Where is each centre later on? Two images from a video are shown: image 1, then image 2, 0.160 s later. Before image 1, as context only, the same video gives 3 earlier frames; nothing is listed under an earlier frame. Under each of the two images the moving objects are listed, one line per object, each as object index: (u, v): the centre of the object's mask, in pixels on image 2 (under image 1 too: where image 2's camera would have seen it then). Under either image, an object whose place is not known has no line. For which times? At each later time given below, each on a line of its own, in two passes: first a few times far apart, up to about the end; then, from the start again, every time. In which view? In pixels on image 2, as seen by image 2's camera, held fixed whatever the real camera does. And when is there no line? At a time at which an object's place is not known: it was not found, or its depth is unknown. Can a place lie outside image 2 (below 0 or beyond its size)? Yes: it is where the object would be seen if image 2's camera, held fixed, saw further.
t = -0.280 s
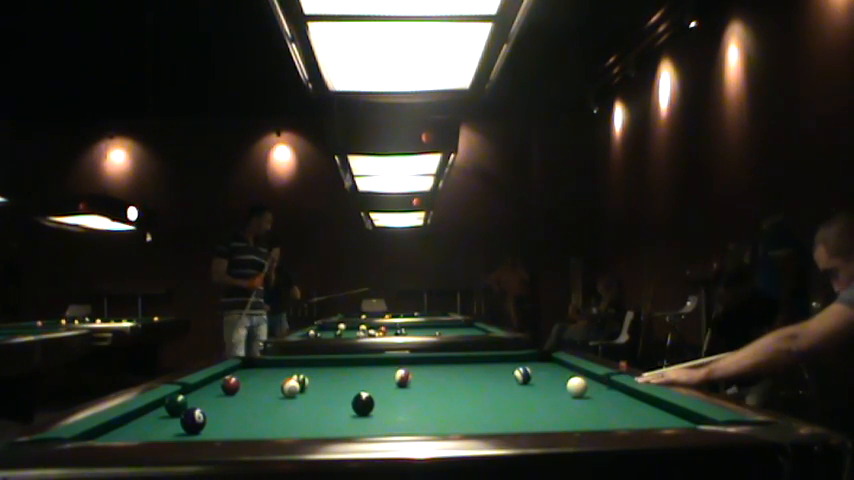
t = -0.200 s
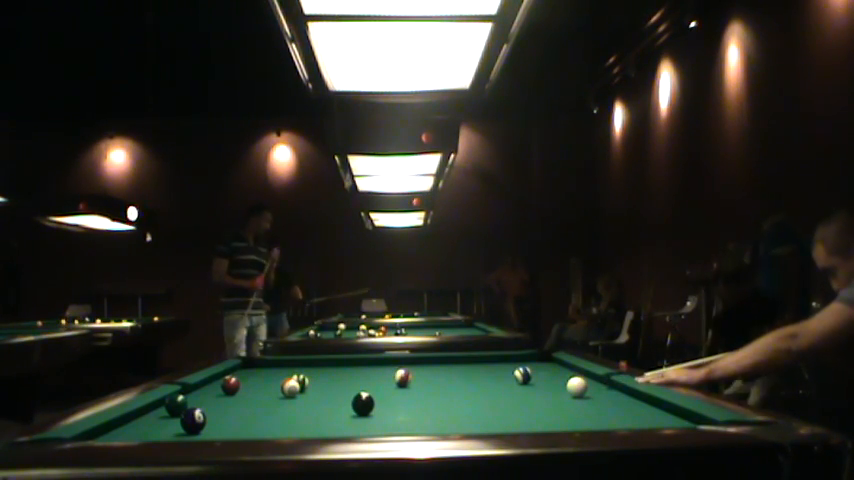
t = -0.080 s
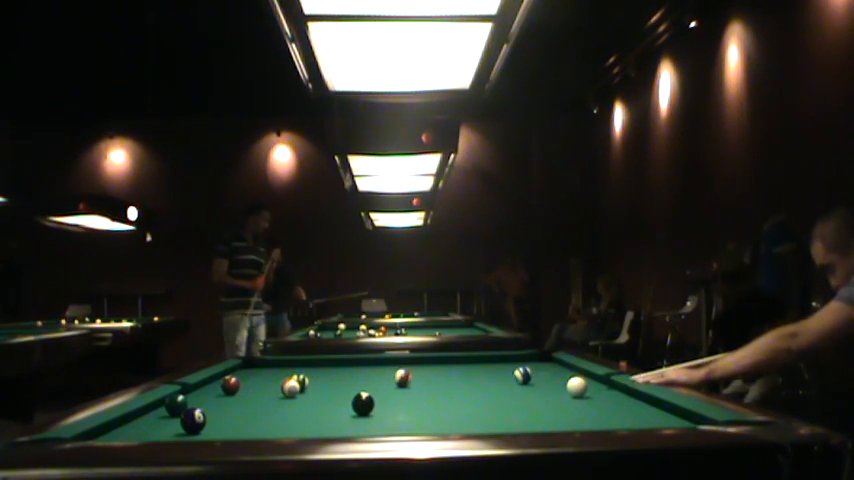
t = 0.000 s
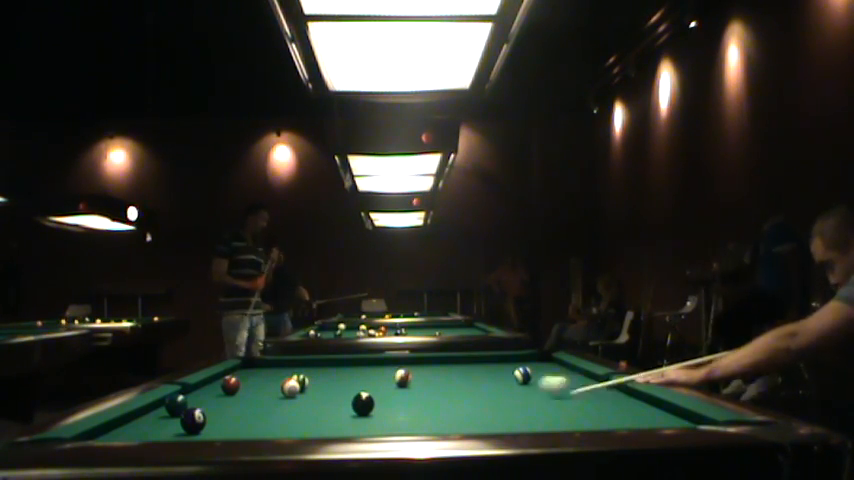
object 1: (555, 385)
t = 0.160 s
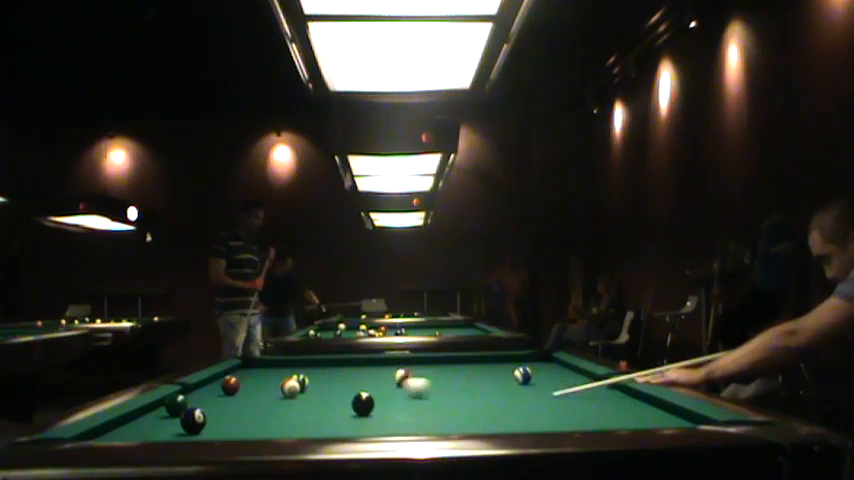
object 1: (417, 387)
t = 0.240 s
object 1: (357, 386)
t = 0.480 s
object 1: (305, 388)
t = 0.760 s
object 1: (298, 388)
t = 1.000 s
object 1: (295, 389)
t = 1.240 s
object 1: (293, 389)
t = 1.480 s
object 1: (292, 389)
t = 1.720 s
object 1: (292, 389)
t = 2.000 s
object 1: (292, 389)
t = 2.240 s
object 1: (292, 389)
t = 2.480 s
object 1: (292, 389)
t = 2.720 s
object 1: (292, 389)
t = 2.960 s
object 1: (292, 389)
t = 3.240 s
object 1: (292, 389)
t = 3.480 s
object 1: (292, 389)
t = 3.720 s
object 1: (292, 389)
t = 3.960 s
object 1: (292, 389)
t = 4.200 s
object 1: (292, 389)
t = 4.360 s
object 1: (292, 388)
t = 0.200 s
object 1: (386, 387)
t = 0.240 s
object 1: (357, 386)
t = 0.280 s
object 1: (333, 387)
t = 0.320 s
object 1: (310, 387)
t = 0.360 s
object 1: (307, 388)
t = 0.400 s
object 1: (306, 388)
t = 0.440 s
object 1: (305, 388)
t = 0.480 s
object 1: (305, 388)
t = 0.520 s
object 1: (303, 388)
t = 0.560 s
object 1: (302, 388)
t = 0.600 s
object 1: (301, 388)
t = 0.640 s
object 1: (300, 388)
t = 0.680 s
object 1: (300, 388)
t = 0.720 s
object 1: (299, 388)
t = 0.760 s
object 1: (298, 388)
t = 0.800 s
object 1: (298, 388)
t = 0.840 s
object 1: (297, 388)
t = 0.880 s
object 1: (296, 388)
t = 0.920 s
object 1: (296, 388)
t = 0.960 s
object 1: (295, 389)
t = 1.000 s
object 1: (295, 389)
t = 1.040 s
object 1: (295, 388)
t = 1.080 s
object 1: (294, 388)
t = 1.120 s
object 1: (293, 389)
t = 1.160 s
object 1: (293, 389)
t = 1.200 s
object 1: (293, 388)
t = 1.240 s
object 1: (293, 389)
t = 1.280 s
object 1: (292, 388)
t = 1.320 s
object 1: (292, 389)
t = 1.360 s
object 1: (292, 389)
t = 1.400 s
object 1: (292, 389)
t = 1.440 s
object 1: (292, 389)
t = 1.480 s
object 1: (292, 389)
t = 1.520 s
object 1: (292, 389)
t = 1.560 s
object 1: (292, 389)
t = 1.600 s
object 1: (292, 389)
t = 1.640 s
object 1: (292, 389)
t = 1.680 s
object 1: (292, 389)
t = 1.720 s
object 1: (292, 389)
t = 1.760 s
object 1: (292, 389)
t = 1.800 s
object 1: (292, 389)
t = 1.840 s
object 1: (292, 389)
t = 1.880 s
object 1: (292, 389)
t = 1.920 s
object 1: (292, 389)
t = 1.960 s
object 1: (292, 389)
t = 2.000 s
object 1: (292, 389)
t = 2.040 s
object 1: (292, 389)
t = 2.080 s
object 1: (292, 389)
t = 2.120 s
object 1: (292, 389)
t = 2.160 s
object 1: (292, 389)
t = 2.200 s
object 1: (292, 389)
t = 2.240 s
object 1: (292, 389)
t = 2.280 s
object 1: (292, 389)
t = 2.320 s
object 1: (292, 389)
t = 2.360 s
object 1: (292, 389)
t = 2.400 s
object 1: (292, 389)
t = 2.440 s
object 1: (292, 389)
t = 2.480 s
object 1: (292, 389)
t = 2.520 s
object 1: (292, 389)
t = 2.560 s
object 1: (292, 389)
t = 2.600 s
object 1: (292, 389)
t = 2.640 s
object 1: (292, 389)
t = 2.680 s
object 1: (292, 389)
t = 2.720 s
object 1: (292, 389)
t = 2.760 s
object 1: (292, 389)
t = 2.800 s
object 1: (292, 389)
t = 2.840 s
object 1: (292, 389)
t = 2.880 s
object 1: (292, 389)
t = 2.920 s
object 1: (292, 389)
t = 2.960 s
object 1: (292, 389)
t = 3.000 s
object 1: (292, 389)
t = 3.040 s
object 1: (292, 389)
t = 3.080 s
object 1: (292, 389)
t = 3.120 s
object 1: (292, 389)
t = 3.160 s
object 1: (292, 389)
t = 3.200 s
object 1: (292, 389)
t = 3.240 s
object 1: (292, 389)
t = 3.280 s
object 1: (292, 389)
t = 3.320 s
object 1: (292, 389)
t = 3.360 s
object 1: (292, 389)
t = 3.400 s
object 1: (292, 389)
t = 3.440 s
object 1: (292, 389)
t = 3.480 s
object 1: (292, 389)
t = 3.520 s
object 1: (292, 389)
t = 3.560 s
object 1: (292, 389)
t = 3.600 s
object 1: (292, 389)
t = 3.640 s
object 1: (292, 389)
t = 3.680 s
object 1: (292, 389)
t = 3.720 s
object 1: (292, 389)
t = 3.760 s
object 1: (292, 389)
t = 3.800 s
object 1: (292, 389)
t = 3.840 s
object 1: (292, 389)
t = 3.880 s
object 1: (292, 389)
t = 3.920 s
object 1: (292, 389)
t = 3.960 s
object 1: (292, 389)
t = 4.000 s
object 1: (292, 389)
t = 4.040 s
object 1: (292, 388)
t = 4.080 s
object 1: (292, 388)
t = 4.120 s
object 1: (294, 389)
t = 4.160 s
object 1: (292, 389)
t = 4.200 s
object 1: (292, 389)
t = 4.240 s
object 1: (292, 389)
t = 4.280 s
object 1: (292, 389)
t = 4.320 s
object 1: (293, 388)
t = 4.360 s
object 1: (292, 388)
